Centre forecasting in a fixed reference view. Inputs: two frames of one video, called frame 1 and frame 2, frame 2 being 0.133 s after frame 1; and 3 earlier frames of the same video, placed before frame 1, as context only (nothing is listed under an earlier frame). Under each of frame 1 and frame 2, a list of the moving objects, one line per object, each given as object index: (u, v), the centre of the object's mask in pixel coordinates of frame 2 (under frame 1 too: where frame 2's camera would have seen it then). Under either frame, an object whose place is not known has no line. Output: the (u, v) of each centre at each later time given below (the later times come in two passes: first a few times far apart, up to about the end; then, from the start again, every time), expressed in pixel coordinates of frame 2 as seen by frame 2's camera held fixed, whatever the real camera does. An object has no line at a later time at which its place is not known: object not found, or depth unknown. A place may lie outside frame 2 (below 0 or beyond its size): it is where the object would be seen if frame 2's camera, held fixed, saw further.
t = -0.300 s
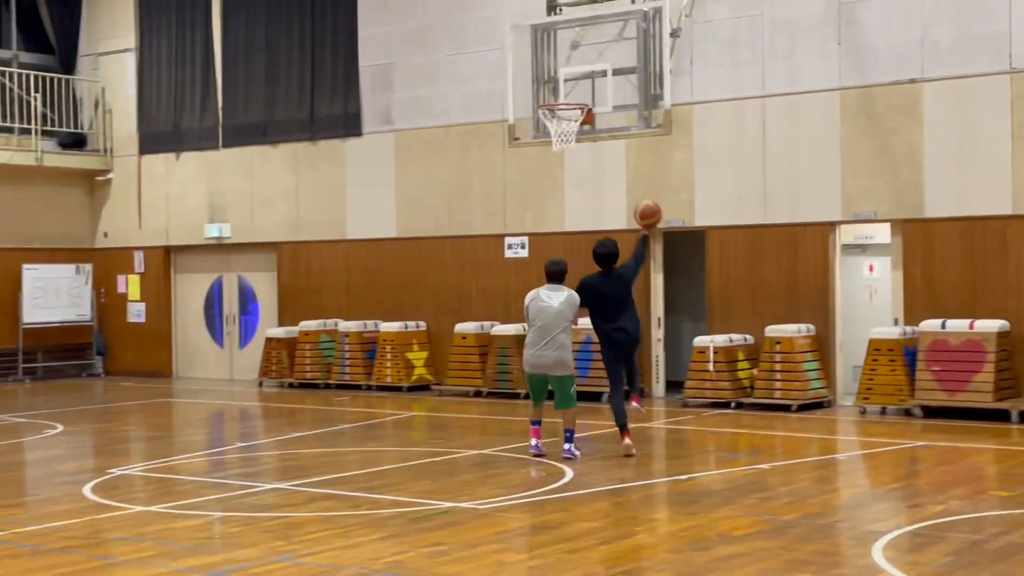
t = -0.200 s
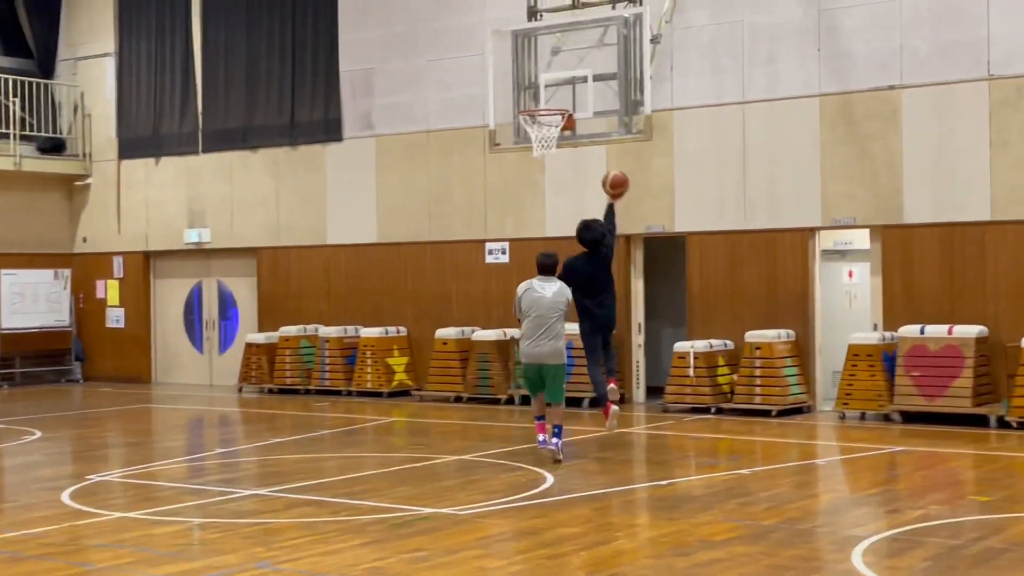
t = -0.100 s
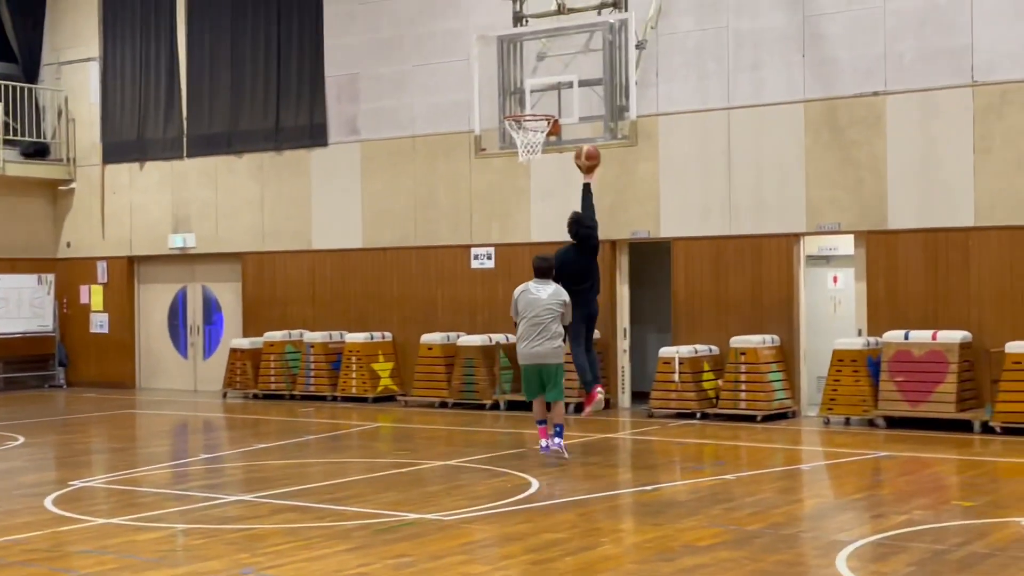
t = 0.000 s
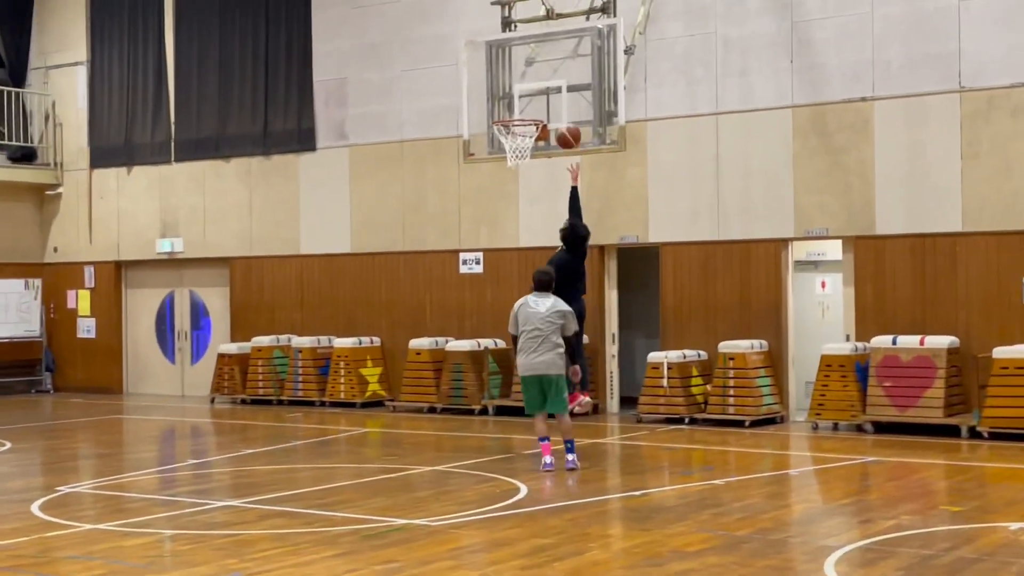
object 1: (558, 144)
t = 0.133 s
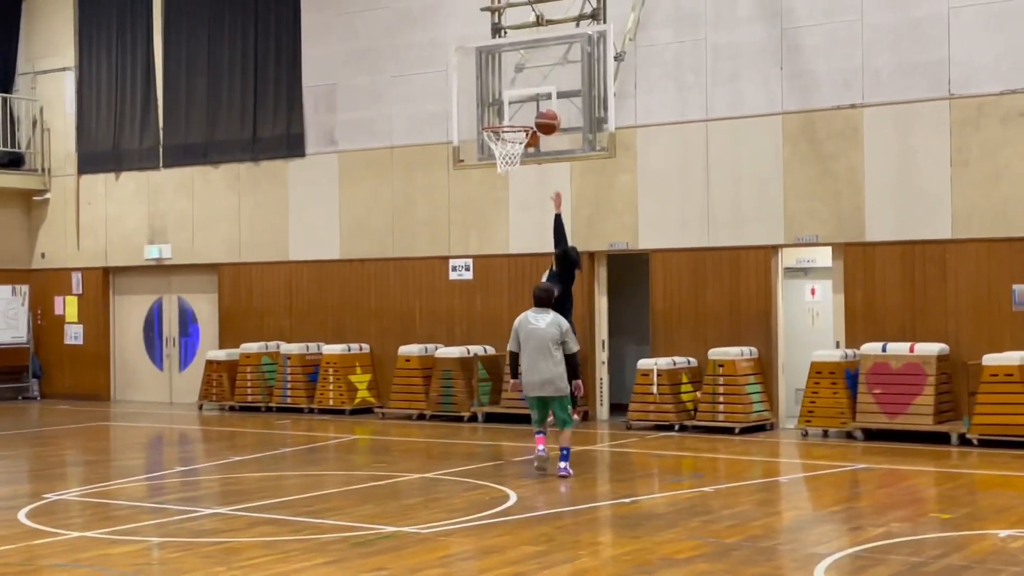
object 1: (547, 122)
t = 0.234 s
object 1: (542, 118)
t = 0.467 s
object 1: (526, 115)
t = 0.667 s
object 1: (505, 125)
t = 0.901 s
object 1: (497, 146)
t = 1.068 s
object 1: (511, 169)
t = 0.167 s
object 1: (545, 121)
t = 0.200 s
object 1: (543, 119)
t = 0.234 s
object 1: (542, 118)
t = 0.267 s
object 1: (541, 118)
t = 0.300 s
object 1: (538, 117)
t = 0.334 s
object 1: (536, 115)
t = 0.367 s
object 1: (533, 115)
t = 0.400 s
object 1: (532, 115)
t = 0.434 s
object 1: (529, 115)
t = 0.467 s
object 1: (526, 115)
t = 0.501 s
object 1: (524, 116)
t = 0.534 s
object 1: (521, 117)
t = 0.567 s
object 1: (518, 117)
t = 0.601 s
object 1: (514, 118)
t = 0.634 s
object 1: (510, 118)
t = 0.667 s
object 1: (505, 125)
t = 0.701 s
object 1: (502, 127)
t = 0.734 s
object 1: (499, 129)
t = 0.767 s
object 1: (496, 133)
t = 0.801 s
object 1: (495, 138)
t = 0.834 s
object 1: (494, 141)
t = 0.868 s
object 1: (494, 145)
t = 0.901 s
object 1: (497, 146)
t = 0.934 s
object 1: (499, 157)
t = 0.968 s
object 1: (501, 159)
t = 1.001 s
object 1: (505, 161)
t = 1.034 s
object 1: (507, 164)
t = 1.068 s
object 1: (511, 169)
